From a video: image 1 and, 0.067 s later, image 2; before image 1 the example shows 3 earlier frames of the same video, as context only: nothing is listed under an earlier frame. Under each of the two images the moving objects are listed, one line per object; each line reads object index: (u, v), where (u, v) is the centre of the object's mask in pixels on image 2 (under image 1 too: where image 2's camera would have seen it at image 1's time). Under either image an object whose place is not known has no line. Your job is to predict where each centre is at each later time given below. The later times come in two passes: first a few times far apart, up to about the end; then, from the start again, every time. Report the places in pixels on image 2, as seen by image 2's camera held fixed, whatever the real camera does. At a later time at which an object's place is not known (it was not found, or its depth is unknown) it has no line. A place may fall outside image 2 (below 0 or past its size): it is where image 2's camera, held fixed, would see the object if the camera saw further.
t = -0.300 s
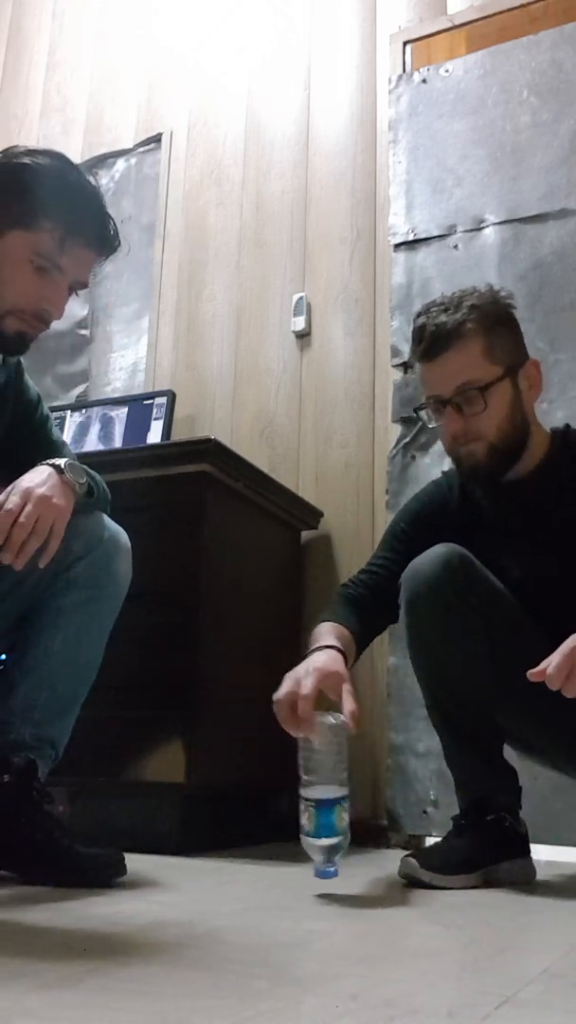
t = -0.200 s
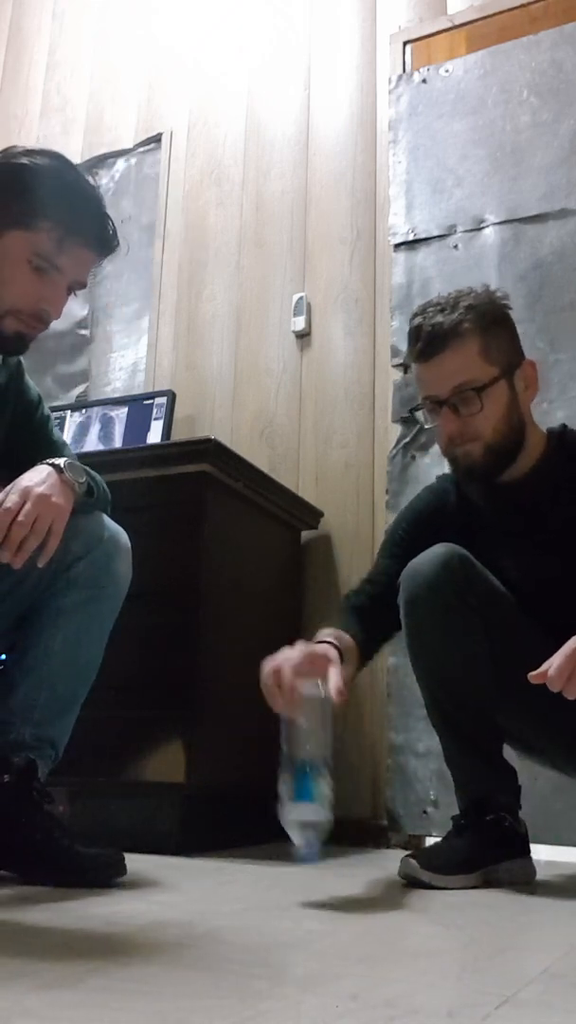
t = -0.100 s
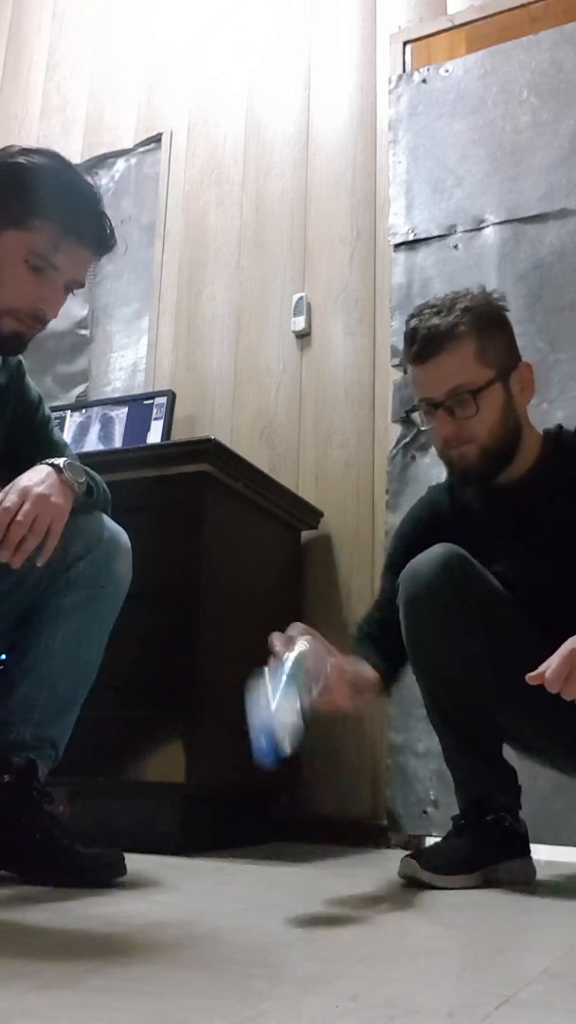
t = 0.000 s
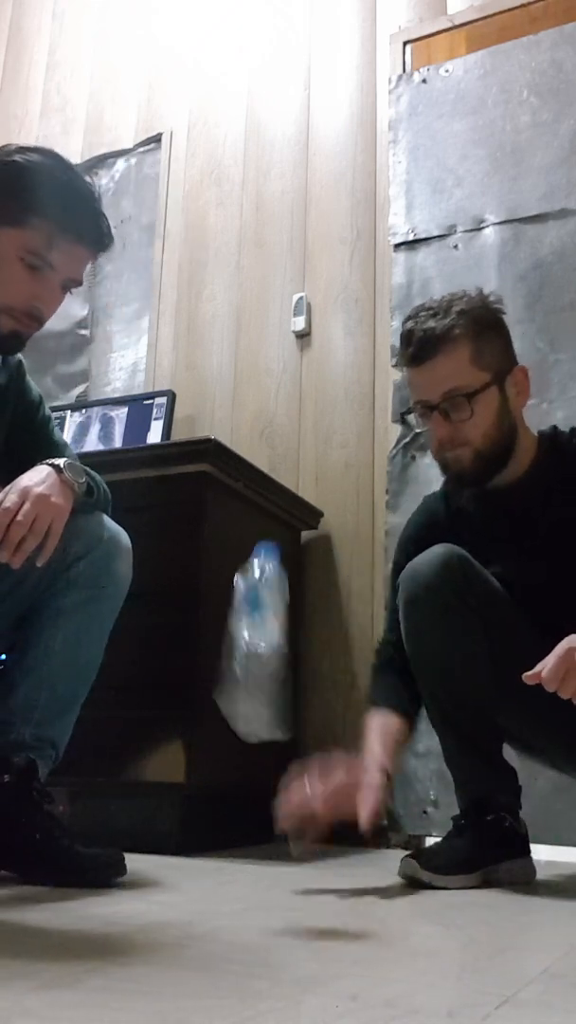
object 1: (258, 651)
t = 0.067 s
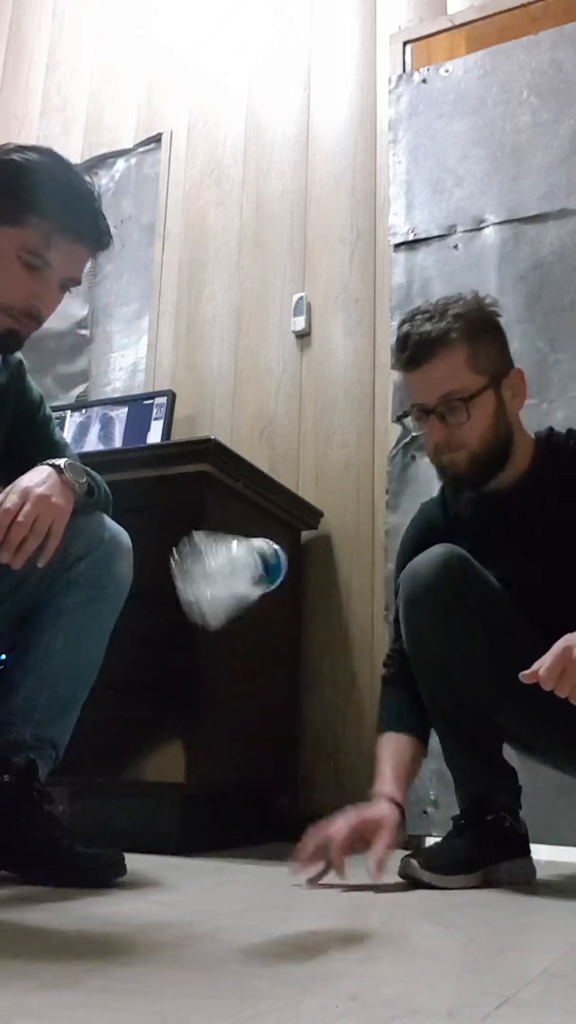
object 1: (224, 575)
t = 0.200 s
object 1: (207, 603)
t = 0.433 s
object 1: (104, 904)
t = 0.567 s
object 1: (99, 906)
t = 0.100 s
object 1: (222, 558)
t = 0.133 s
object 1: (220, 563)
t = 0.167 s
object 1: (214, 578)
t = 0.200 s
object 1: (207, 603)
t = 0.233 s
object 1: (200, 641)
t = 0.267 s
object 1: (191, 689)
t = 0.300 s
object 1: (181, 747)
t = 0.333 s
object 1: (167, 803)
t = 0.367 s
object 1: (139, 825)
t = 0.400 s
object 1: (119, 863)
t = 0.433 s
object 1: (104, 904)
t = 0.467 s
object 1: (99, 906)
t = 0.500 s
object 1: (98, 906)
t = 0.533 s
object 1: (99, 906)
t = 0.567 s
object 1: (99, 906)
